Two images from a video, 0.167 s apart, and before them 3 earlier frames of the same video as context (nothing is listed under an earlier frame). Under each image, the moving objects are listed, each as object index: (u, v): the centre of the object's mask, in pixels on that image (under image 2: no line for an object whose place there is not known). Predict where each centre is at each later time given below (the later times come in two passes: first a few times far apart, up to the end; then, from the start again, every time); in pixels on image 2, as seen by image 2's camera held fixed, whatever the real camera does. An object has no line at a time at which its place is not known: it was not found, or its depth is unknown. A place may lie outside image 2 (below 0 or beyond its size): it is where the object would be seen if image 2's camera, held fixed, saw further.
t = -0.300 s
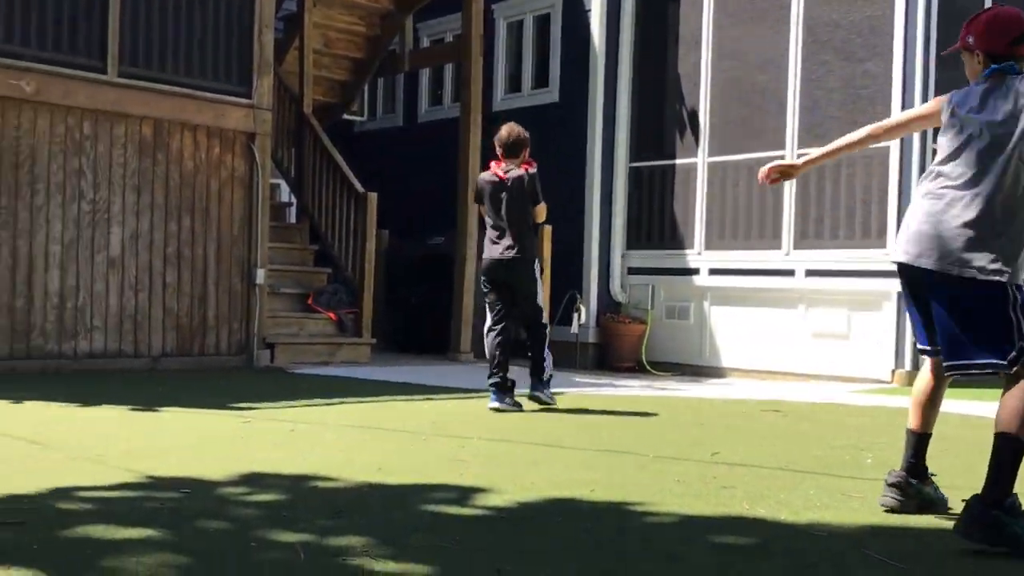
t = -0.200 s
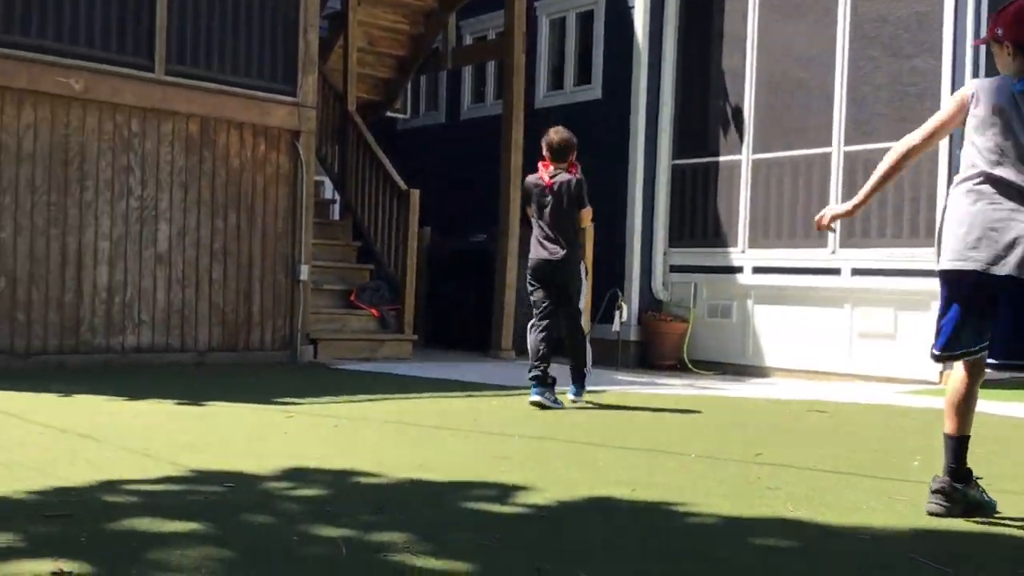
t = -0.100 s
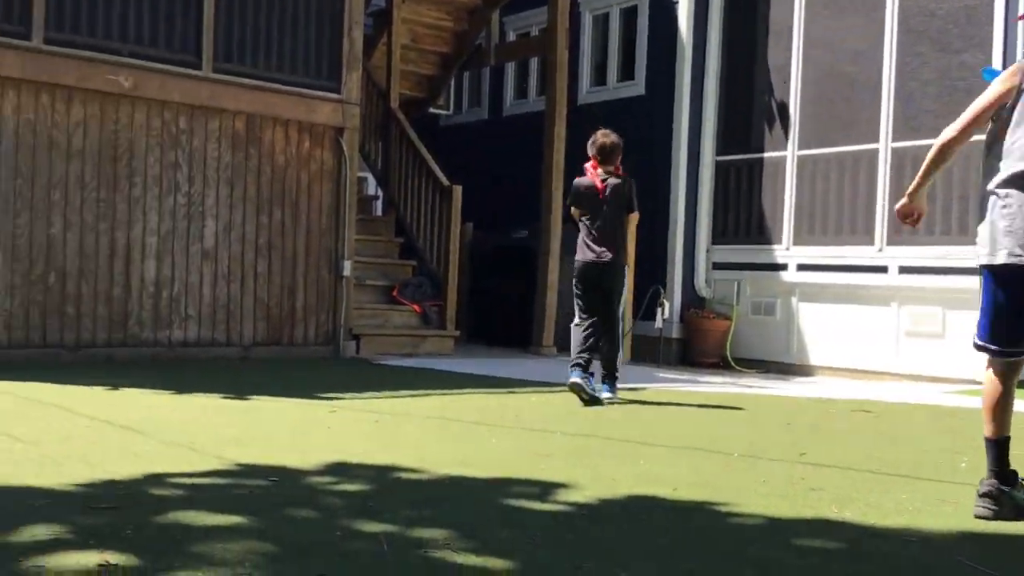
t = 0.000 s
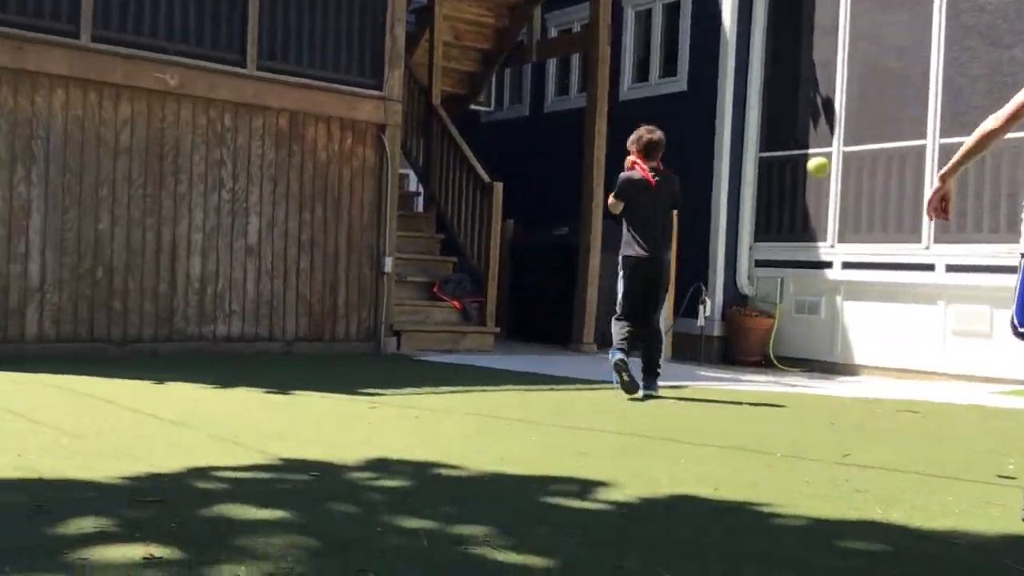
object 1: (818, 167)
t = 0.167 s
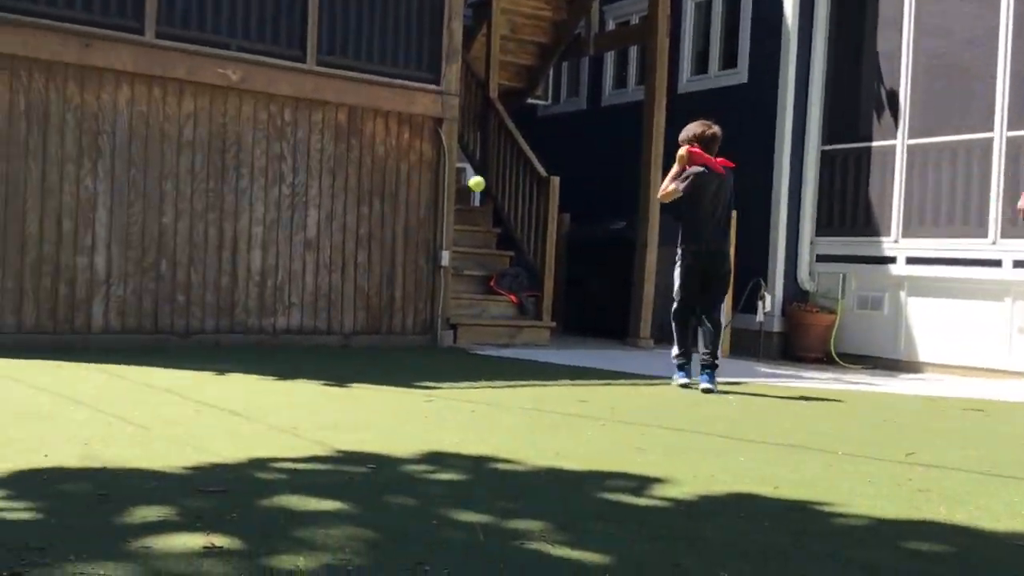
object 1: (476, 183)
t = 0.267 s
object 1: (331, 215)
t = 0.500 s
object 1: (202, 292)
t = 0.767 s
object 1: (267, 322)
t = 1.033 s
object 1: (332, 307)
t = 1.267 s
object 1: (405, 395)
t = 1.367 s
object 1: (456, 369)
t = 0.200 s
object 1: (423, 193)
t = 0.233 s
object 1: (375, 204)
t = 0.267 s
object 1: (331, 215)
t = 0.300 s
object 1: (292, 228)
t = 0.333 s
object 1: (256, 241)
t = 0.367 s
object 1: (224, 256)
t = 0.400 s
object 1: (193, 270)
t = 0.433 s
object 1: (189, 277)
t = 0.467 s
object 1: (195, 283)
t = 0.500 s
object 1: (202, 292)
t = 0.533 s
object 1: (210, 302)
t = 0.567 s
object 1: (219, 315)
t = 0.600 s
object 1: (226, 331)
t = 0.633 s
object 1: (236, 349)
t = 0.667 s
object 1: (244, 361)
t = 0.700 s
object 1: (252, 347)
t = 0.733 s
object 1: (259, 333)
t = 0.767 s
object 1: (267, 322)
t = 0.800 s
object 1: (274, 311)
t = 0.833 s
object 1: (282, 304)
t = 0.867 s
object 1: (290, 298)
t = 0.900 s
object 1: (298, 295)
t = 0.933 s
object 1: (306, 294)
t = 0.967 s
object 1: (314, 296)
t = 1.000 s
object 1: (323, 300)
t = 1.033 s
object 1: (332, 307)
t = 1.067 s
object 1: (341, 317)
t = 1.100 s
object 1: (350, 330)
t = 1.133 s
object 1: (360, 347)
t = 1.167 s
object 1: (369, 367)
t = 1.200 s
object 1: (379, 390)
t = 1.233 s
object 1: (391, 411)
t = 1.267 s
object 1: (405, 395)
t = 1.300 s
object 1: (421, 383)
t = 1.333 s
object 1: (438, 375)
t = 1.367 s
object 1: (456, 369)
